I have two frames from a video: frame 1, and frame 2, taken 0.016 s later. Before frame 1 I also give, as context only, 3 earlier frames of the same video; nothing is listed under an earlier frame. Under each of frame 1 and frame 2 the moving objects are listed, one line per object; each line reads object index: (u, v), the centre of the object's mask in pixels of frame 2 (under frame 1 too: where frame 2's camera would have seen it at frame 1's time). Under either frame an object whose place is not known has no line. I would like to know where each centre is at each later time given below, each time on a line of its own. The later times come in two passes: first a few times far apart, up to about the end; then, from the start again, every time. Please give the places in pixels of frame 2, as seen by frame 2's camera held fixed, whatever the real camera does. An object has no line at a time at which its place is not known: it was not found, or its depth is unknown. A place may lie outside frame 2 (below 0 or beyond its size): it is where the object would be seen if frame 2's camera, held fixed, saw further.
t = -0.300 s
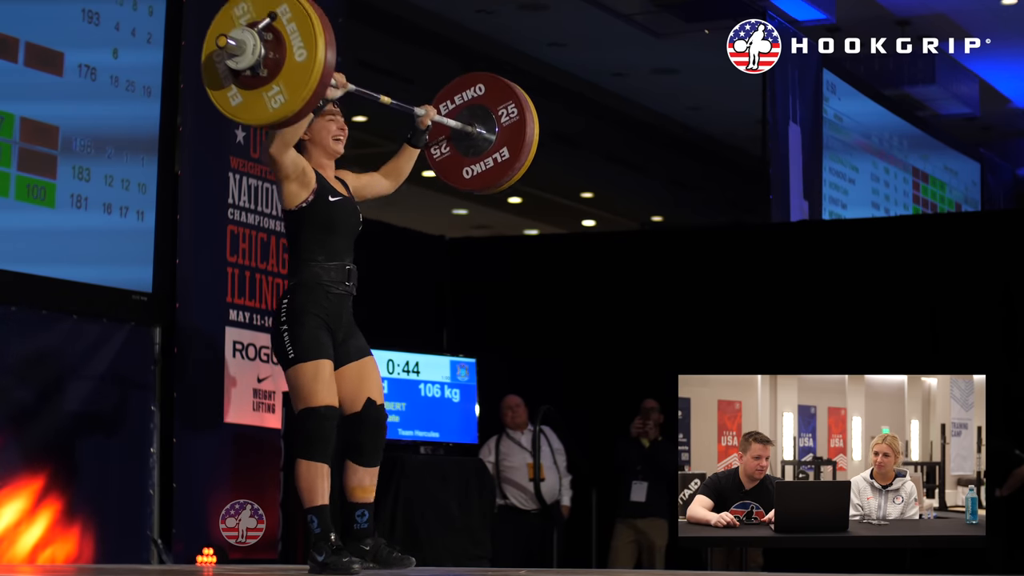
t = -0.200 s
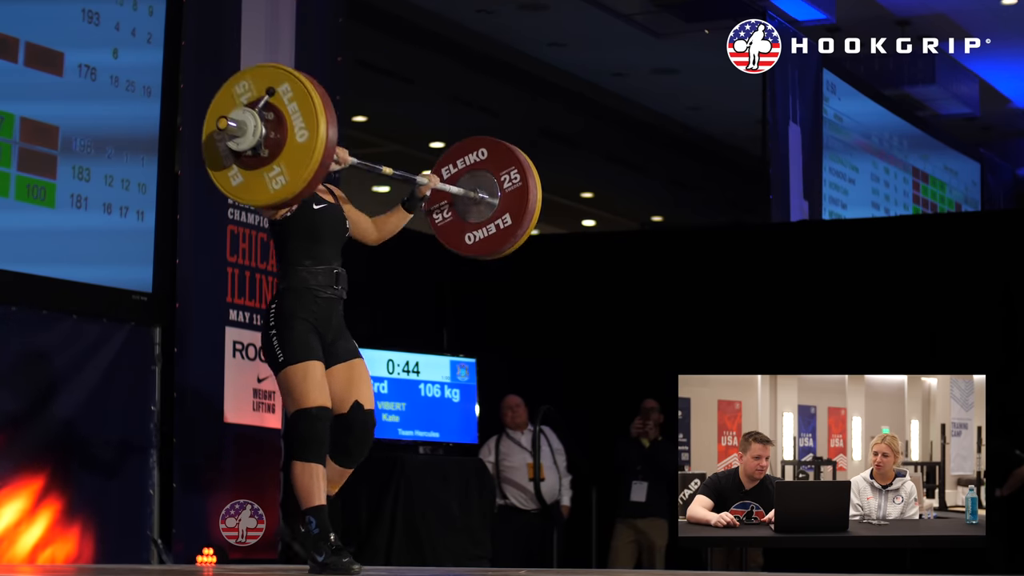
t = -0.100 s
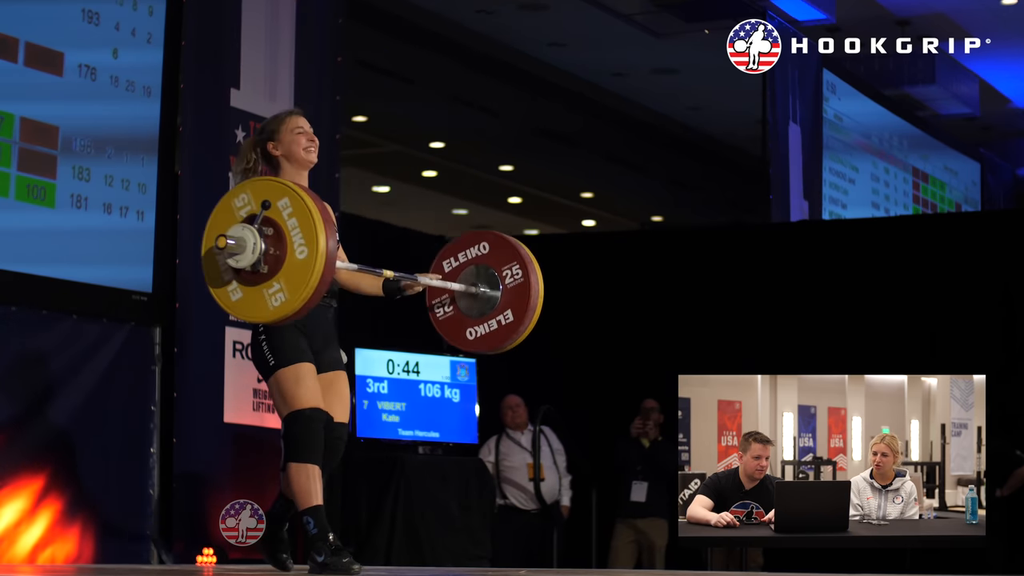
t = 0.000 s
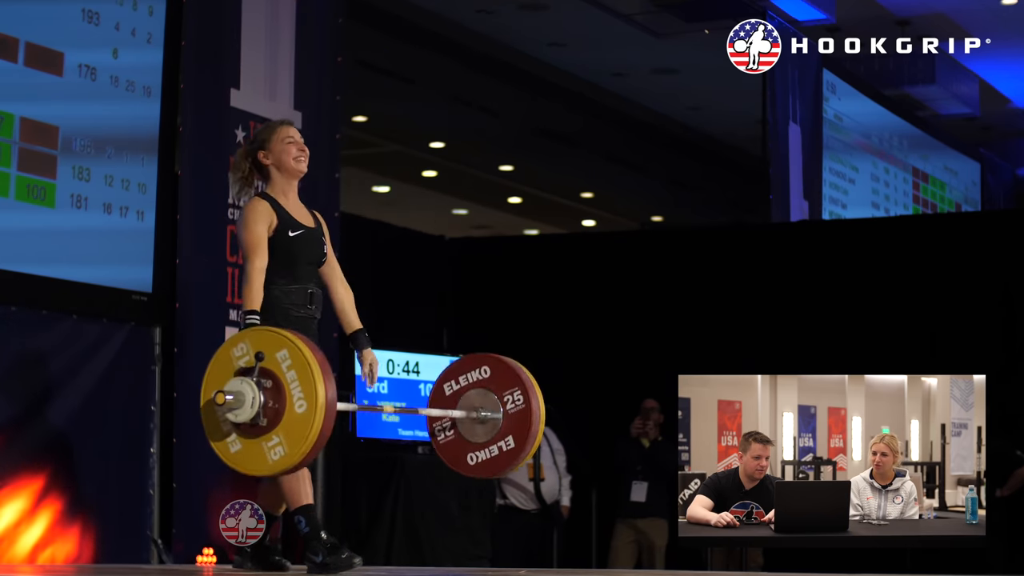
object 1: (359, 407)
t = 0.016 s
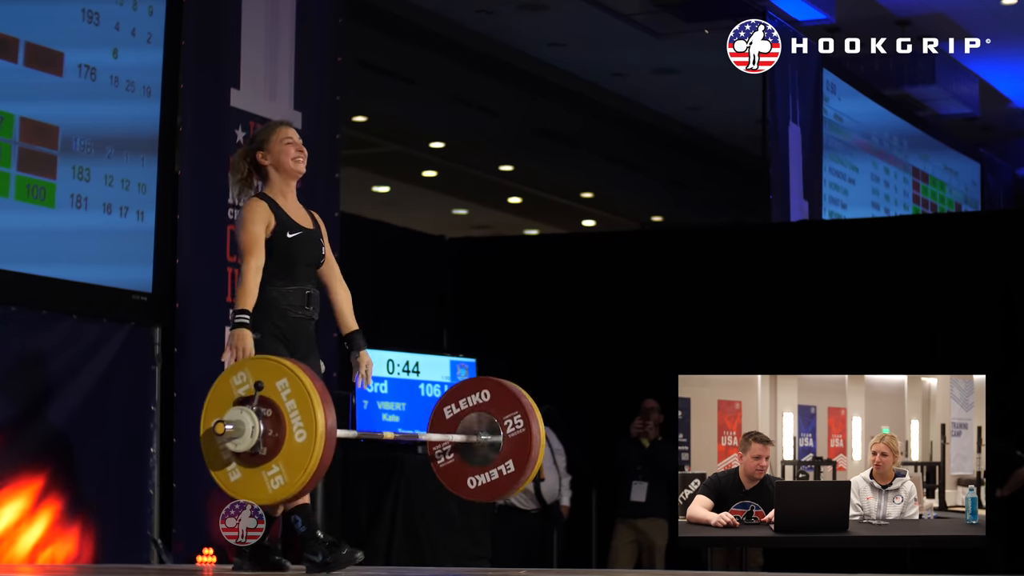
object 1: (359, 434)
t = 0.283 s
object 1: (368, 393)
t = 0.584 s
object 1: (379, 448)
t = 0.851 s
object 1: (396, 484)
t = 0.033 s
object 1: (364, 459)
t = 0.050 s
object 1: (359, 490)
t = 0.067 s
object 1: (363, 511)
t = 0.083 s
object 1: (360, 502)
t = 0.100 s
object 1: (369, 489)
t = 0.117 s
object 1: (367, 473)
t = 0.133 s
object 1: (365, 461)
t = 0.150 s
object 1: (365, 452)
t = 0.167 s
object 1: (364, 442)
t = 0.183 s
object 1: (364, 433)
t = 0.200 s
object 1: (365, 424)
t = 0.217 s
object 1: (366, 416)
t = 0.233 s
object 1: (366, 409)
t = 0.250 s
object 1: (367, 403)
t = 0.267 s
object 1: (367, 398)
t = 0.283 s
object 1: (368, 393)
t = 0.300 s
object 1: (369, 389)
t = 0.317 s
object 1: (370, 386)
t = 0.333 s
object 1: (371, 384)
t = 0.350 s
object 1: (371, 383)
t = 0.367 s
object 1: (371, 382)
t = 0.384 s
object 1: (372, 382)
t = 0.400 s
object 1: (373, 383)
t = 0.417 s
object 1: (374, 385)
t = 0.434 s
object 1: (374, 388)
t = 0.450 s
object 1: (374, 391)
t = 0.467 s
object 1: (374, 395)
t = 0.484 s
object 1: (374, 400)
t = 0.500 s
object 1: (375, 407)
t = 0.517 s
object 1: (376, 413)
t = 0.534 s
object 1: (377, 421)
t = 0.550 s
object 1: (378, 430)
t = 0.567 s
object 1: (378, 439)
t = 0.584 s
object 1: (379, 448)
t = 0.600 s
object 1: (382, 459)
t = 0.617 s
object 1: (385, 470)
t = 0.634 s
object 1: (388, 483)
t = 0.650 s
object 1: (390, 497)
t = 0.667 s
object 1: (392, 501)
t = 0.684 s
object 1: (391, 502)
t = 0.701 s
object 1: (391, 500)
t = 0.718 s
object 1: (391, 494)
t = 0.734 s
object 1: (391, 490)
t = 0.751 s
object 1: (391, 487)
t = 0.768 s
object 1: (392, 484)
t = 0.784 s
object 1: (392, 483)
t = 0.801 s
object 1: (393, 481)
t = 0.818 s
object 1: (394, 482)
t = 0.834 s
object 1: (395, 482)
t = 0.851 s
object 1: (396, 484)
